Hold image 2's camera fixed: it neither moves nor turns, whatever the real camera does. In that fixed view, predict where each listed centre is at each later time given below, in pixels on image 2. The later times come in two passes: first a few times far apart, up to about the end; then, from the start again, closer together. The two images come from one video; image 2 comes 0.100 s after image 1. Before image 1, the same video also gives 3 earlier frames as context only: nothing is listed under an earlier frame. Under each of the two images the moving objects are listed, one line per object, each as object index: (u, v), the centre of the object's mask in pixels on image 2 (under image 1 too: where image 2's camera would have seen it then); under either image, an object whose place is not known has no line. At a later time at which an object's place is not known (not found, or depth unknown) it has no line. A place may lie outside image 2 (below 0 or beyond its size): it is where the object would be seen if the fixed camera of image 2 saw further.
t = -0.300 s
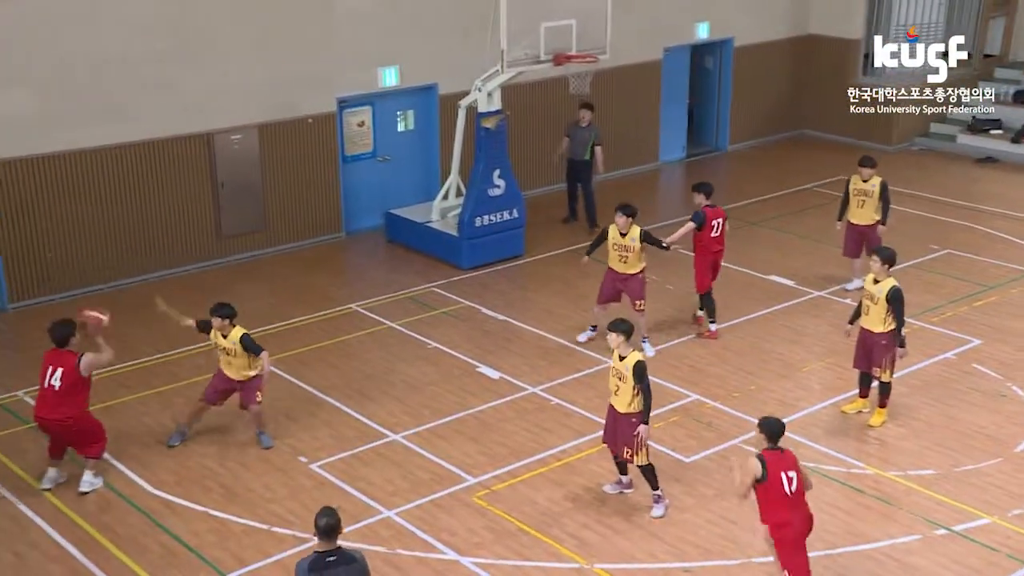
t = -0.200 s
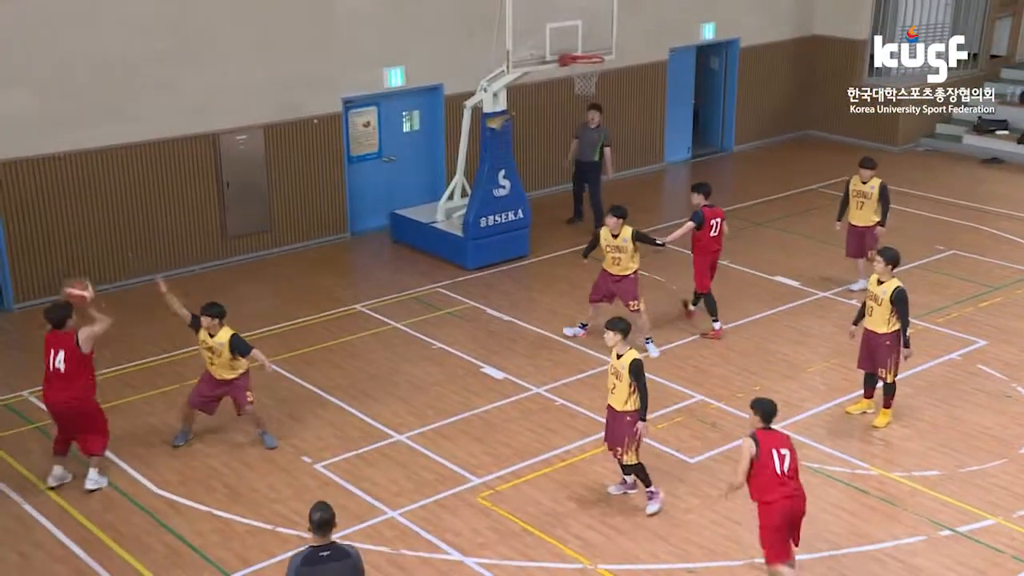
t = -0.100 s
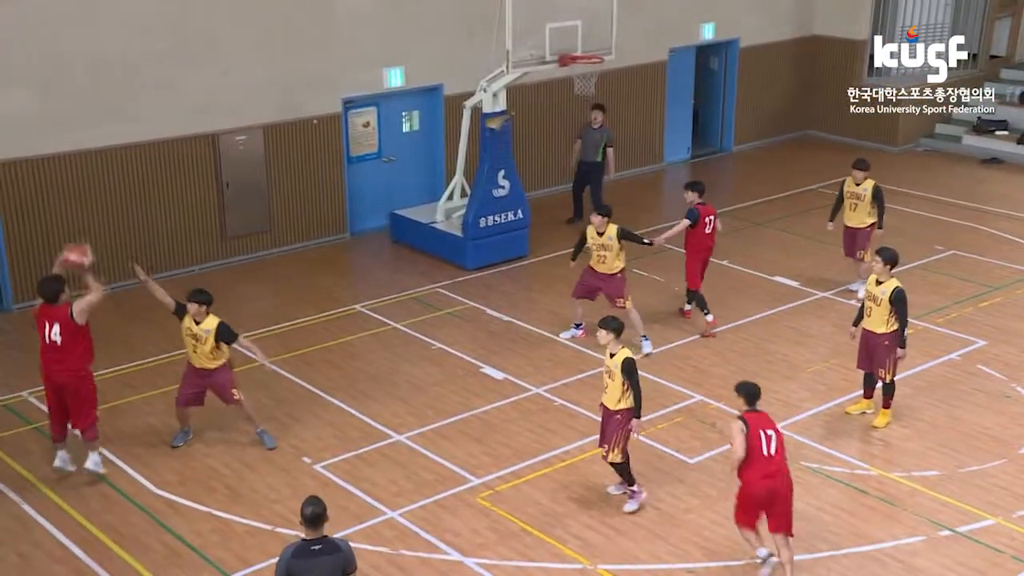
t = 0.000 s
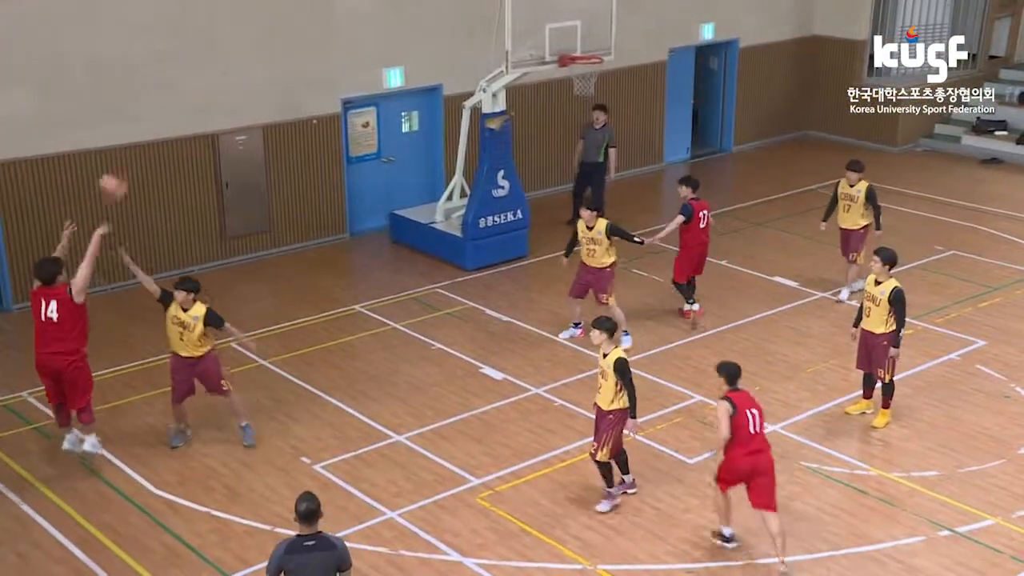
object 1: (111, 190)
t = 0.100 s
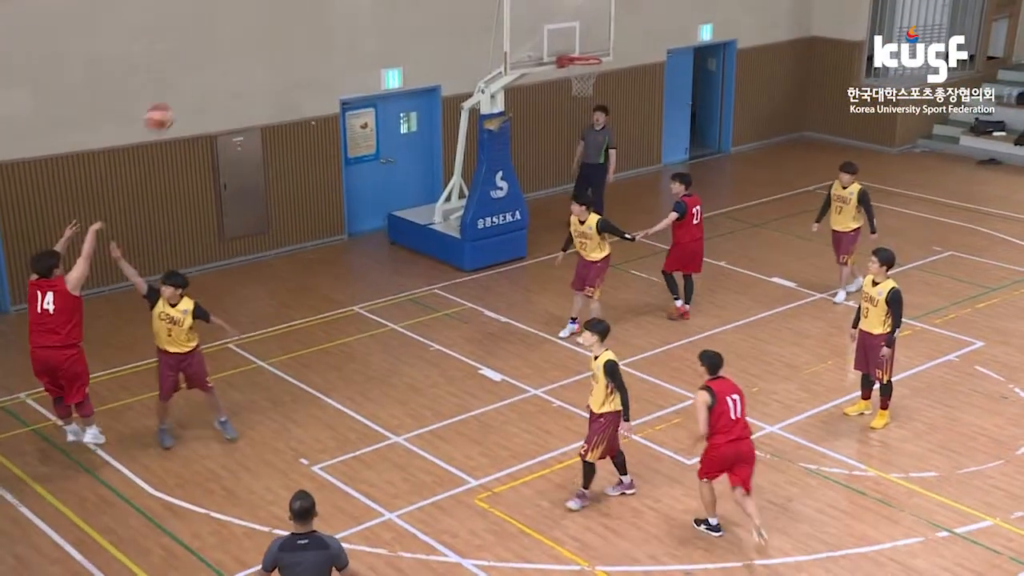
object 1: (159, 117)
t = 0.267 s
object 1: (235, 28)
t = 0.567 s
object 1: (363, -52)
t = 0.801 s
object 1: (452, -52)
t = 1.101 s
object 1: (549, 14)
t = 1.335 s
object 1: (581, 102)
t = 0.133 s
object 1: (174, 97)
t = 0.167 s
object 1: (189, 77)
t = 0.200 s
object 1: (206, 60)
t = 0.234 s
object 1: (221, 43)
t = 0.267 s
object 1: (235, 28)
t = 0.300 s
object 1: (249, 14)
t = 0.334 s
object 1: (266, 1)
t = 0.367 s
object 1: (280, -11)
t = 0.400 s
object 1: (294, -19)
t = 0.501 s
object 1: (336, -41)
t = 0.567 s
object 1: (363, -52)
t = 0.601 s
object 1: (377, -57)
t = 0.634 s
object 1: (390, -58)
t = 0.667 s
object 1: (403, -60)
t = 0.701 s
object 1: (415, -58)
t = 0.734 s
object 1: (428, -58)
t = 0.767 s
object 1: (439, -56)
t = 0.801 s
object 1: (452, -52)
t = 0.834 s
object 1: (463, -48)
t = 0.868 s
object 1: (475, -44)
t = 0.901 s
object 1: (487, -37)
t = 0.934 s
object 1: (497, -30)
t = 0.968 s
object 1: (508, -23)
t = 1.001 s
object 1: (519, -15)
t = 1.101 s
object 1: (549, 14)
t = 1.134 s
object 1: (560, 25)
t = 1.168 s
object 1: (569, 37)
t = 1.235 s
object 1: (586, 66)
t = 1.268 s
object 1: (589, 76)
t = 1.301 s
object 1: (584, 89)
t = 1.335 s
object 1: (581, 102)
